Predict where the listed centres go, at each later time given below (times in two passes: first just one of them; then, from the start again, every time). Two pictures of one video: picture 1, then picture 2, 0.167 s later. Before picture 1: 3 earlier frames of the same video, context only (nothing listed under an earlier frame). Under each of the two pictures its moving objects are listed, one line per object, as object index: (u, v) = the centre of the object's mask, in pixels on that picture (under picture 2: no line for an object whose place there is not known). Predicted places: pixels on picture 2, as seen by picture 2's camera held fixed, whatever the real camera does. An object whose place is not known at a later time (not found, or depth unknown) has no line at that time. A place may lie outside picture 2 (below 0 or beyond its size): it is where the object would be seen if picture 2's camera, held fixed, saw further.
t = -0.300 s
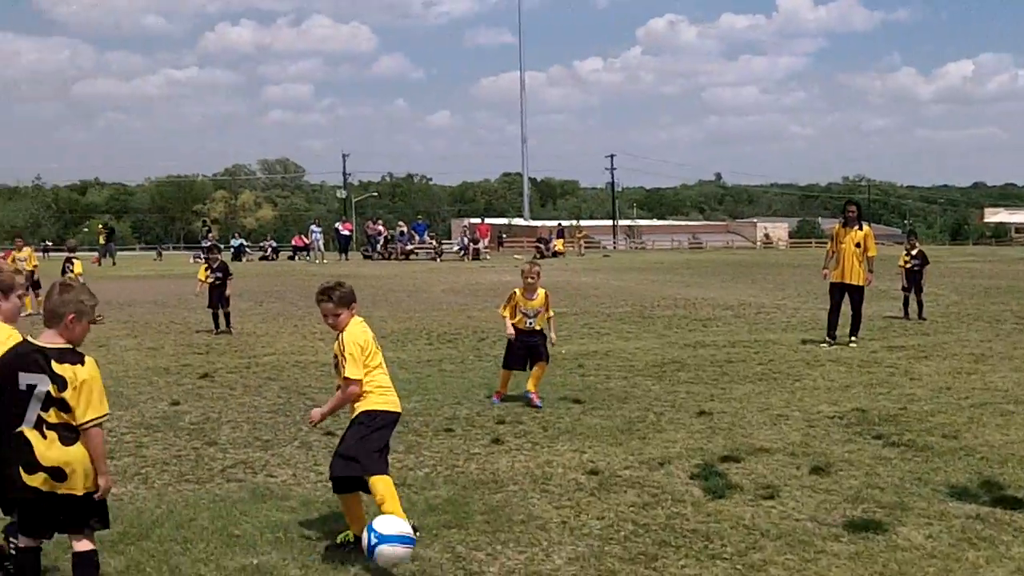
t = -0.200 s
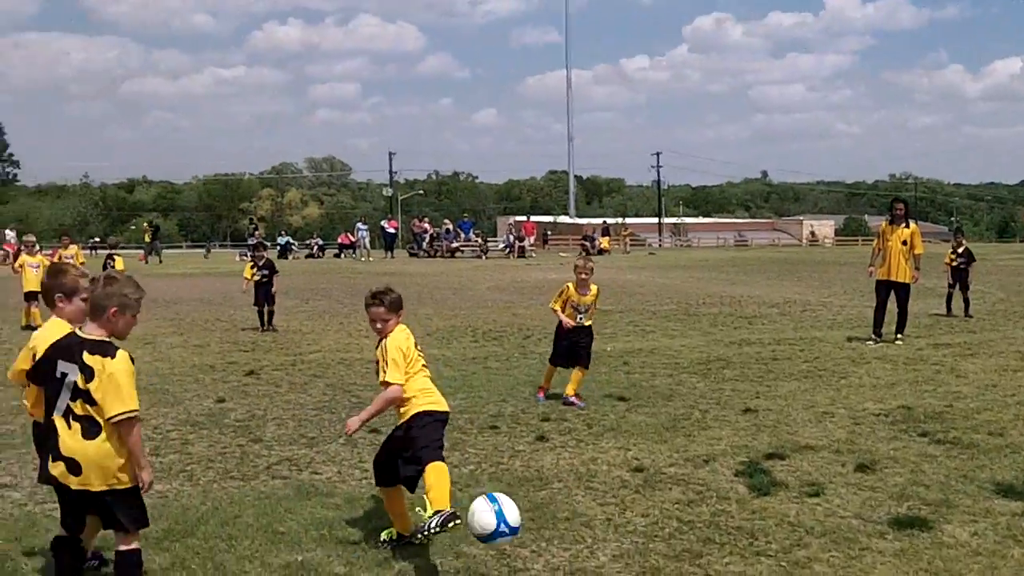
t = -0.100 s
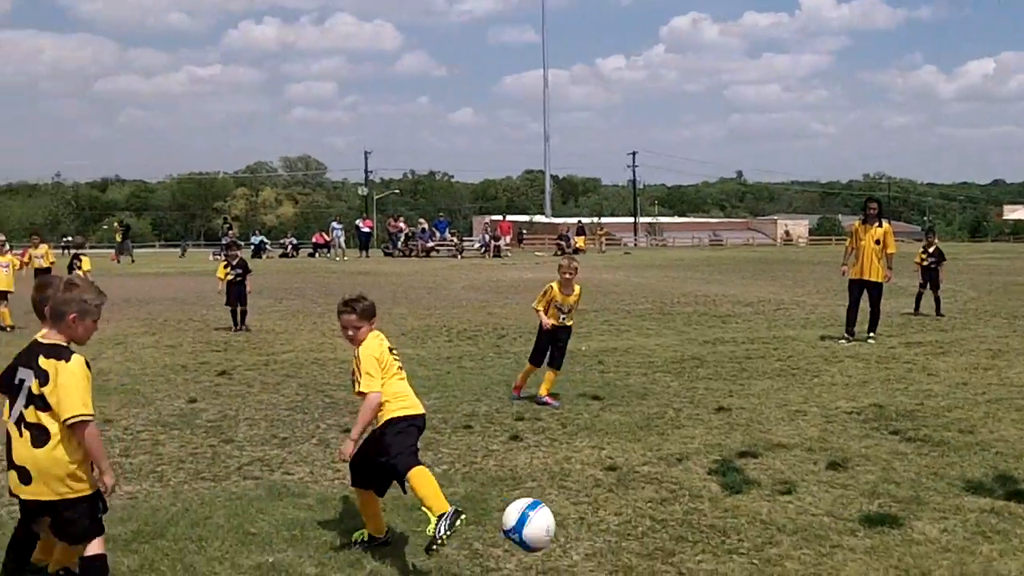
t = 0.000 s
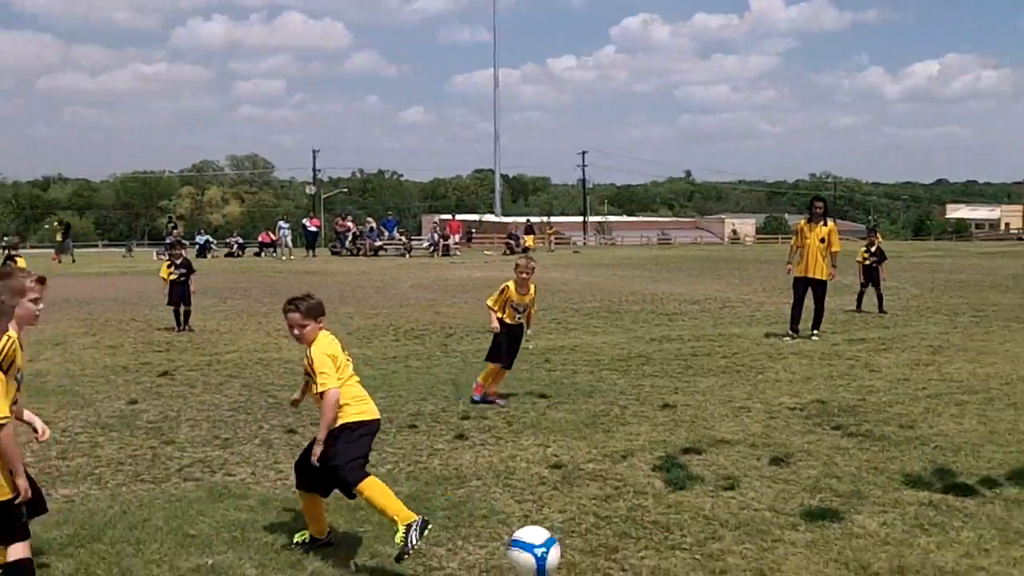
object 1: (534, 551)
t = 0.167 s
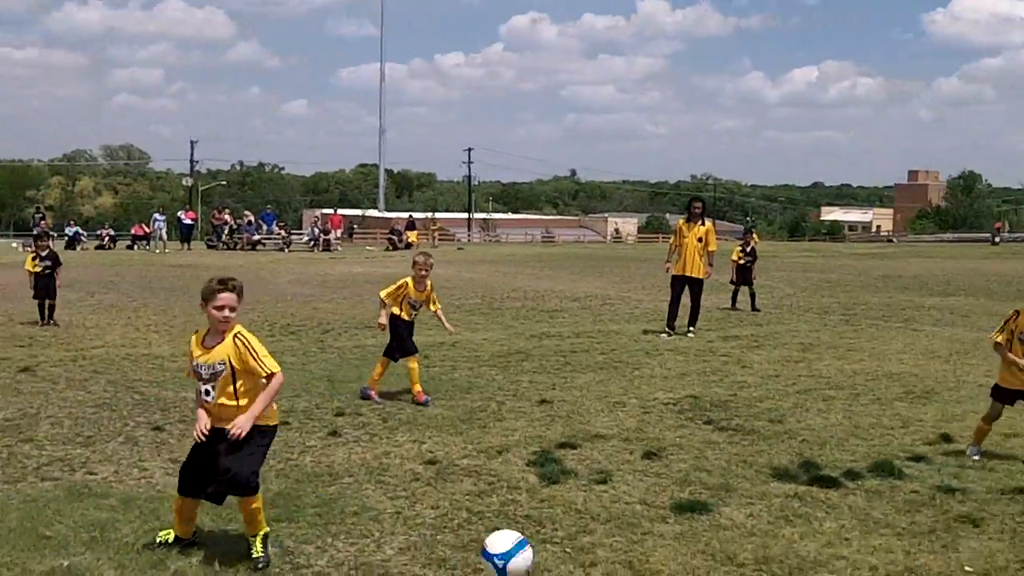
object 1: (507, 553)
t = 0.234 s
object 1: (548, 545)
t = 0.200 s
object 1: (528, 549)
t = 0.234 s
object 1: (548, 545)
